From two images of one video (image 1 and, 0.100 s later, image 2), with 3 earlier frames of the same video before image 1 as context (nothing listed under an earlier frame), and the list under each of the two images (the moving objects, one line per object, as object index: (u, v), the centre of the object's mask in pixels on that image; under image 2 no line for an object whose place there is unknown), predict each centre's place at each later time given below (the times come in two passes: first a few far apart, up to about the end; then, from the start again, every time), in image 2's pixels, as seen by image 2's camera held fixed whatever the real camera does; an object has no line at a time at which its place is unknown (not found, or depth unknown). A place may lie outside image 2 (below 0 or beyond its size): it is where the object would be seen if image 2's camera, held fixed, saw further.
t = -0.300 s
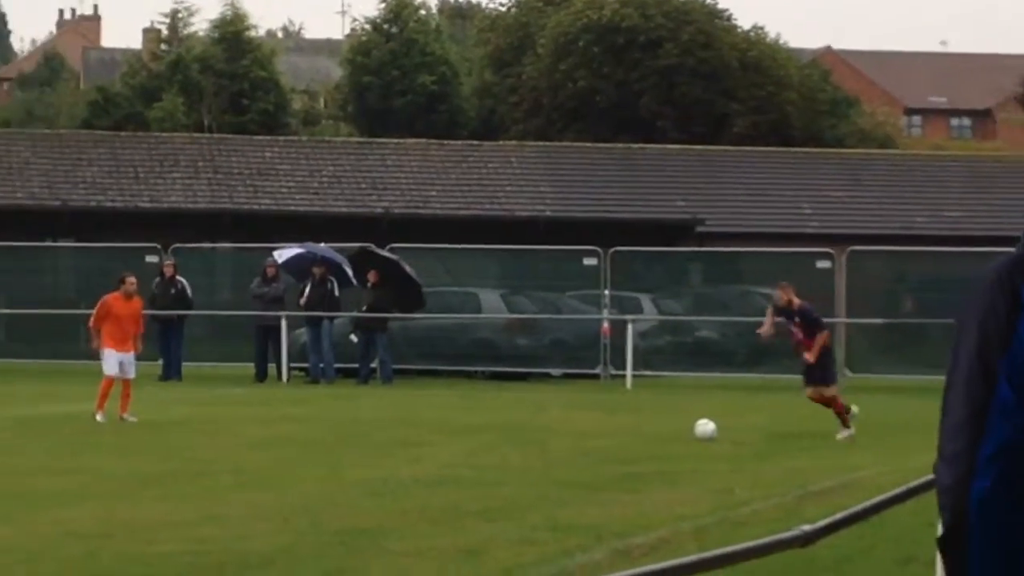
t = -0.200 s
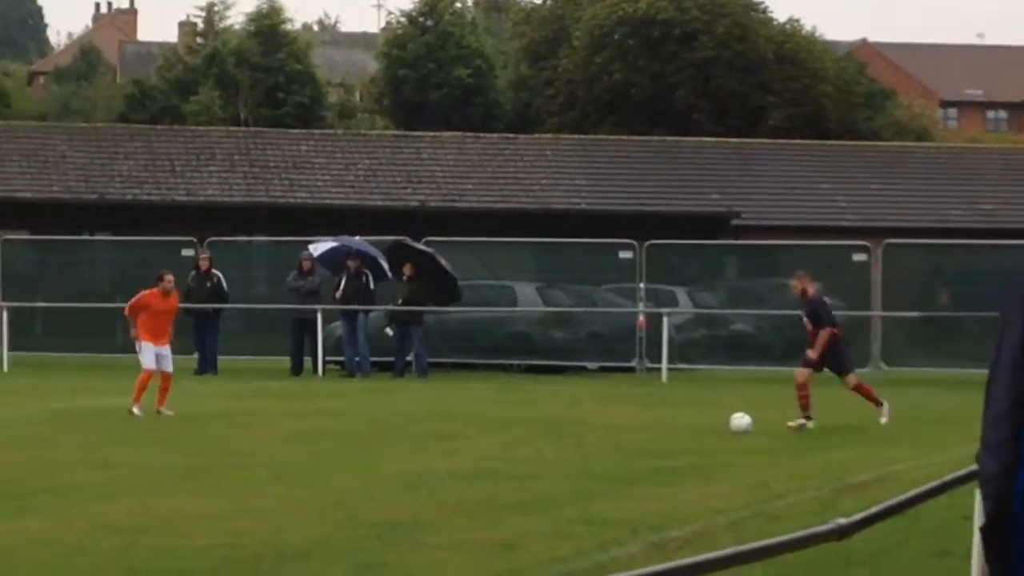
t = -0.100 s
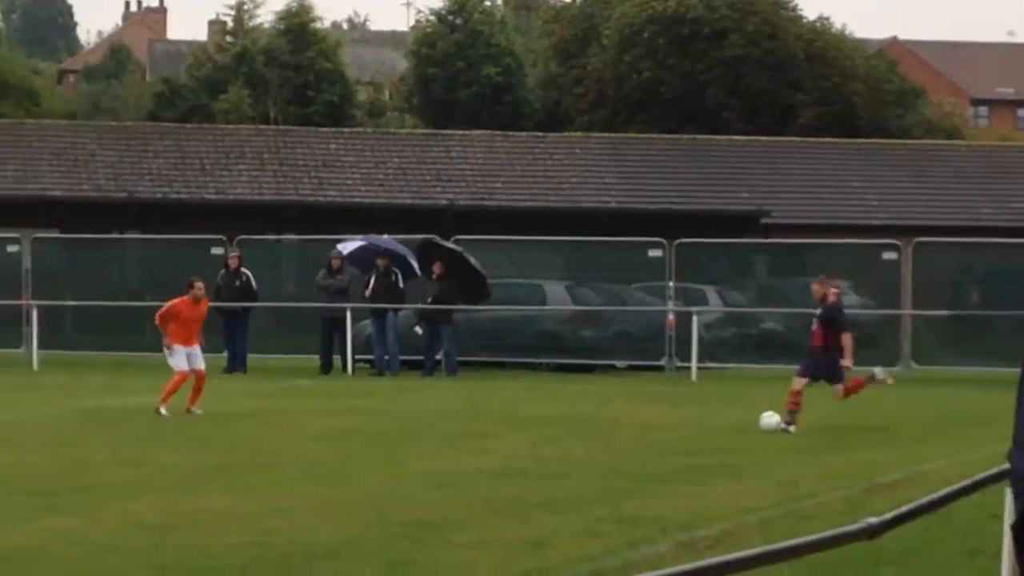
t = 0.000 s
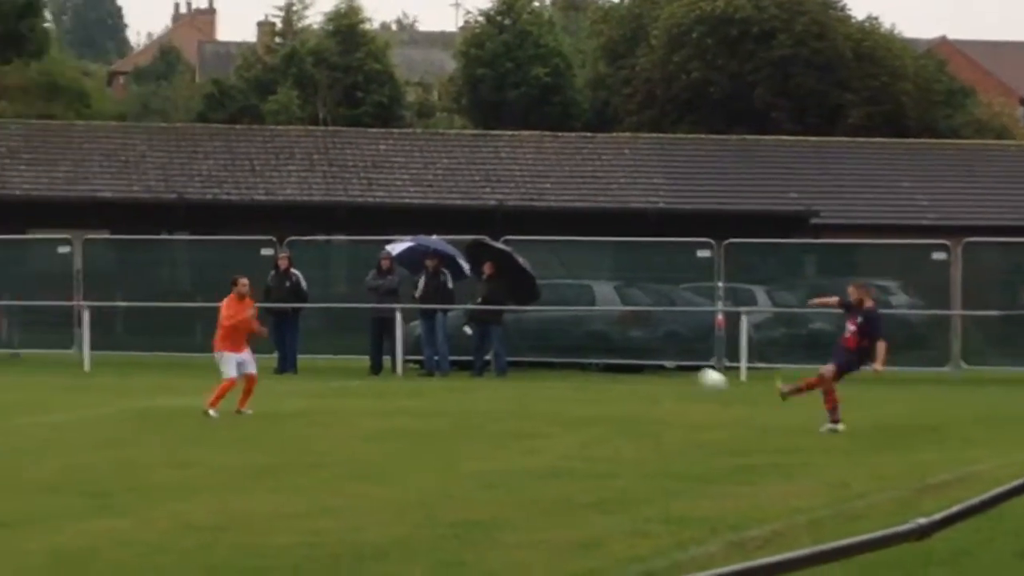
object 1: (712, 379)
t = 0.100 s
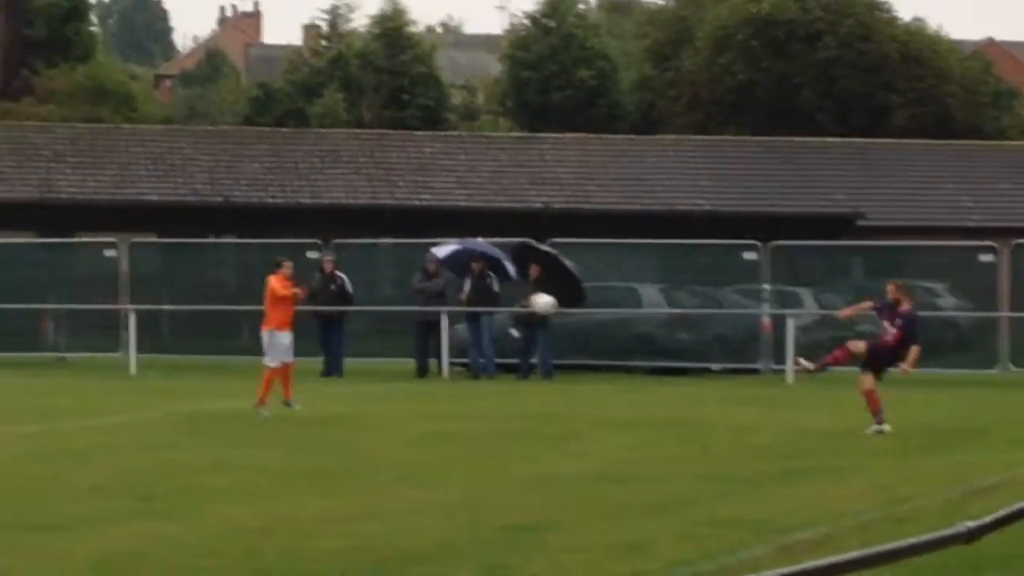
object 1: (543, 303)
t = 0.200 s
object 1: (347, 238)
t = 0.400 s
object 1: (0, 146)
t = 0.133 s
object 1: (474, 280)
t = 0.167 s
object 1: (410, 258)
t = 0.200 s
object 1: (347, 238)
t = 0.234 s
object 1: (285, 220)
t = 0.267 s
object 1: (226, 203)
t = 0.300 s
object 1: (167, 186)
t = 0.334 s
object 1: (112, 171)
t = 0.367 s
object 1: (56, 158)
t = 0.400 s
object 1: (0, 146)
